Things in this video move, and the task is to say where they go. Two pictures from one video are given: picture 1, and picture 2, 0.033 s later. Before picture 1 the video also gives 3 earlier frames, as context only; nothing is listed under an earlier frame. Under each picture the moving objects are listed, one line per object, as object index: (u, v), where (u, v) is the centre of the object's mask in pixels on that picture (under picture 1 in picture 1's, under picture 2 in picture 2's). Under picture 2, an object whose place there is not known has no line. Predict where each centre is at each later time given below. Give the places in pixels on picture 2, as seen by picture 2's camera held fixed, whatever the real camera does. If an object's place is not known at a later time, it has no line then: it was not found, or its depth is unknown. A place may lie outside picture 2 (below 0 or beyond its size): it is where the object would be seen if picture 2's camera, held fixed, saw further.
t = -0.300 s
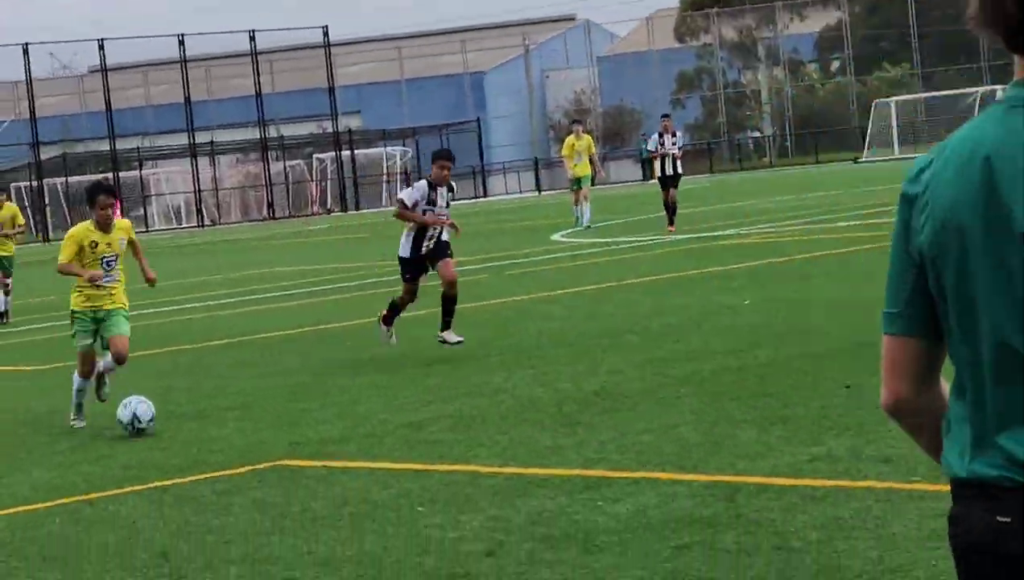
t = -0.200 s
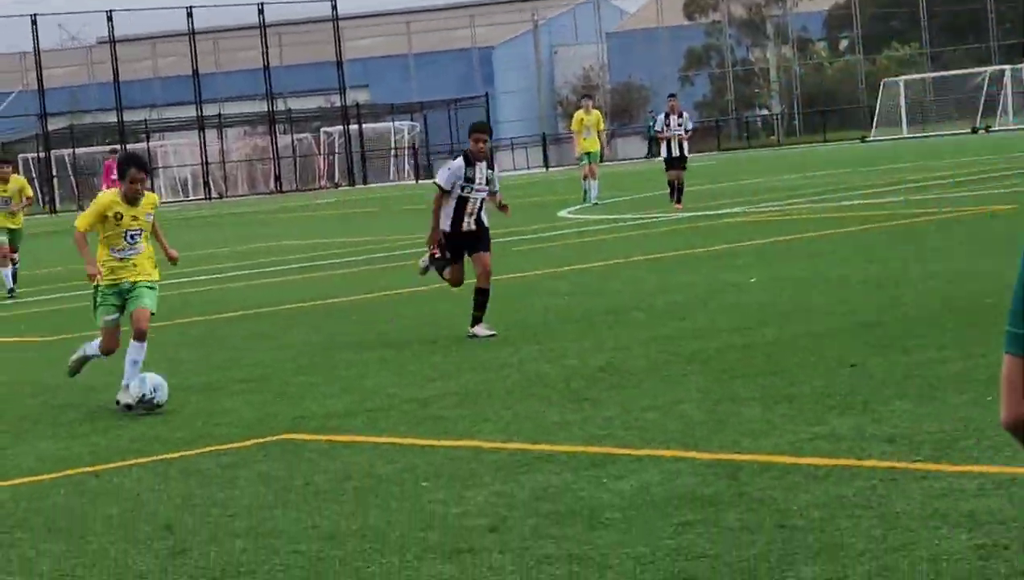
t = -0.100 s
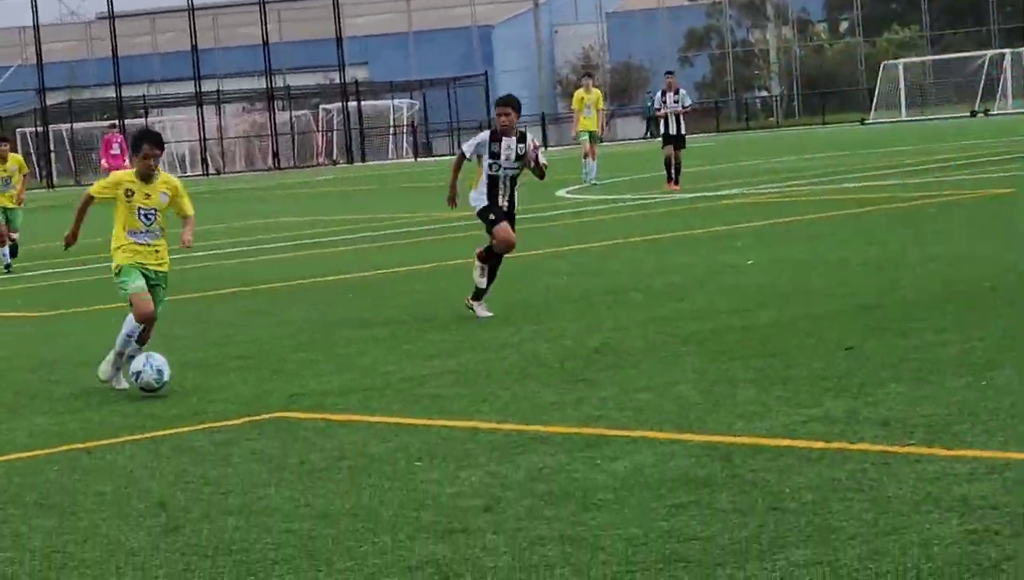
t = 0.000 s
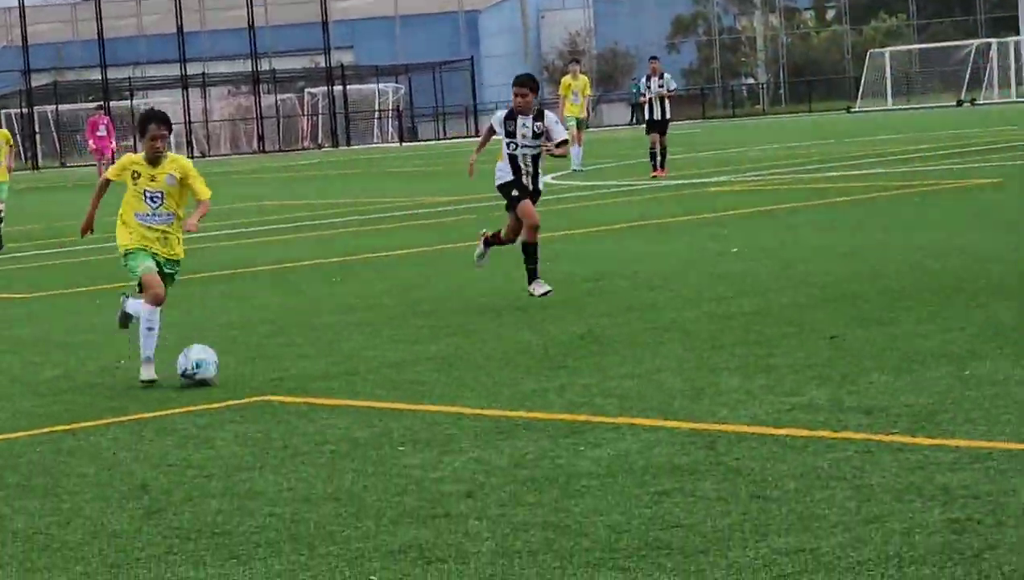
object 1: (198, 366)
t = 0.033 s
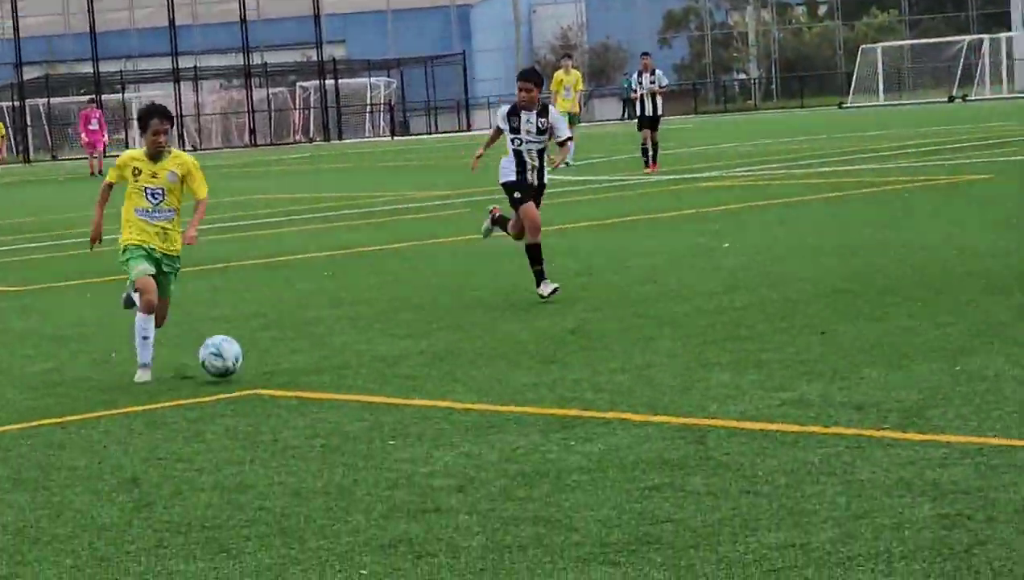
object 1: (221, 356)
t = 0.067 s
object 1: (253, 355)
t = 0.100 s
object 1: (287, 356)
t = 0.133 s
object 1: (322, 360)
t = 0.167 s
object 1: (359, 366)
